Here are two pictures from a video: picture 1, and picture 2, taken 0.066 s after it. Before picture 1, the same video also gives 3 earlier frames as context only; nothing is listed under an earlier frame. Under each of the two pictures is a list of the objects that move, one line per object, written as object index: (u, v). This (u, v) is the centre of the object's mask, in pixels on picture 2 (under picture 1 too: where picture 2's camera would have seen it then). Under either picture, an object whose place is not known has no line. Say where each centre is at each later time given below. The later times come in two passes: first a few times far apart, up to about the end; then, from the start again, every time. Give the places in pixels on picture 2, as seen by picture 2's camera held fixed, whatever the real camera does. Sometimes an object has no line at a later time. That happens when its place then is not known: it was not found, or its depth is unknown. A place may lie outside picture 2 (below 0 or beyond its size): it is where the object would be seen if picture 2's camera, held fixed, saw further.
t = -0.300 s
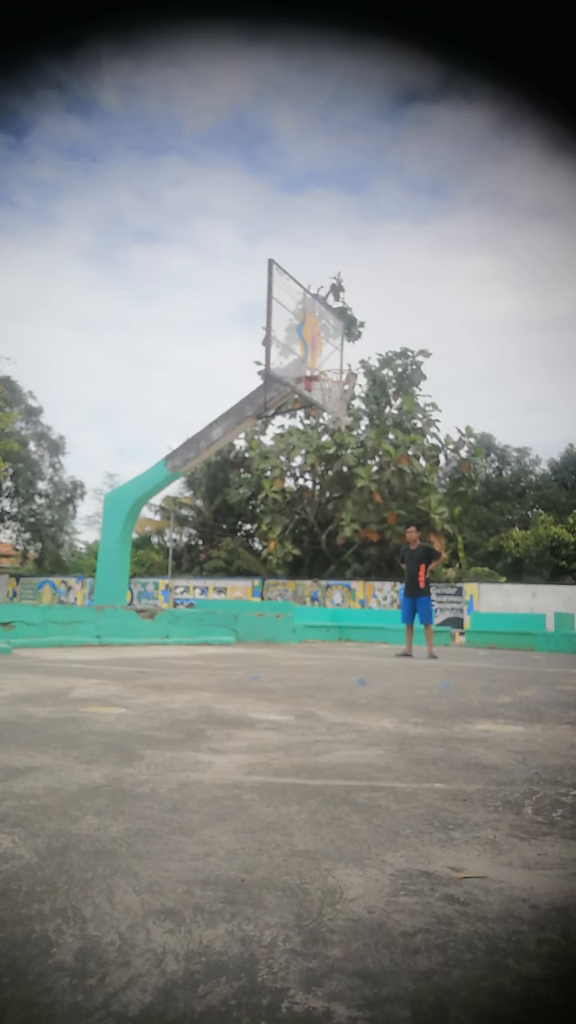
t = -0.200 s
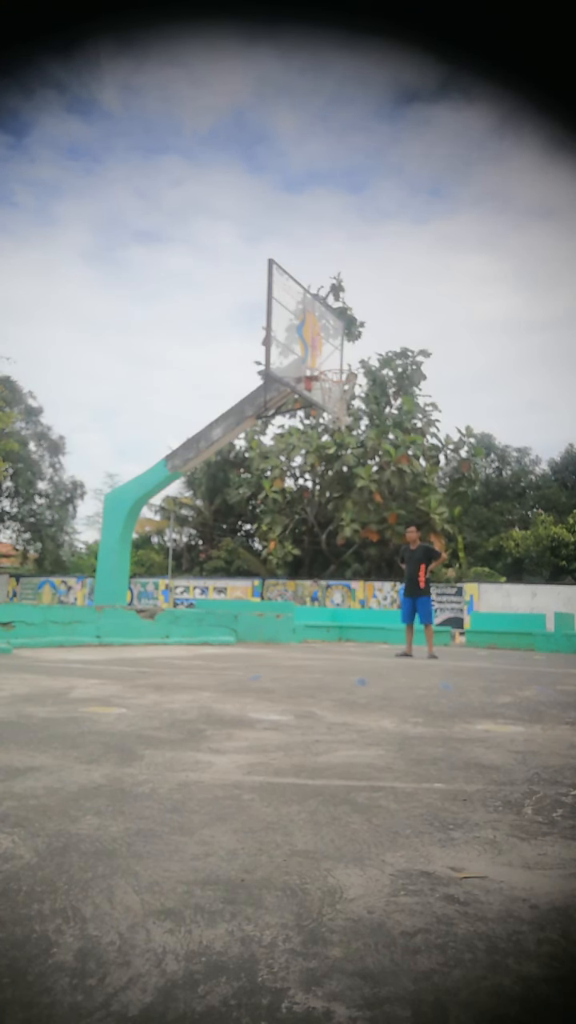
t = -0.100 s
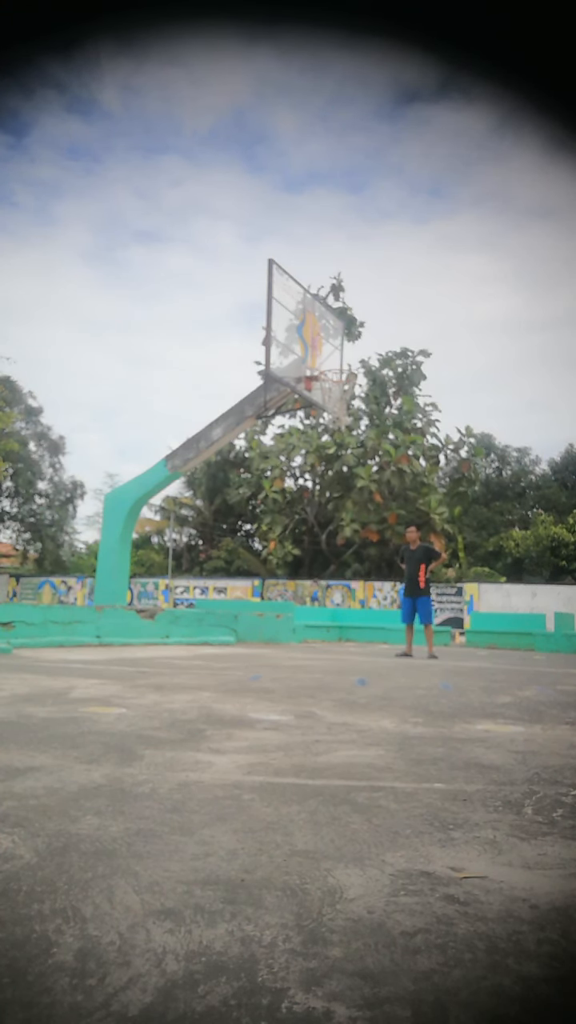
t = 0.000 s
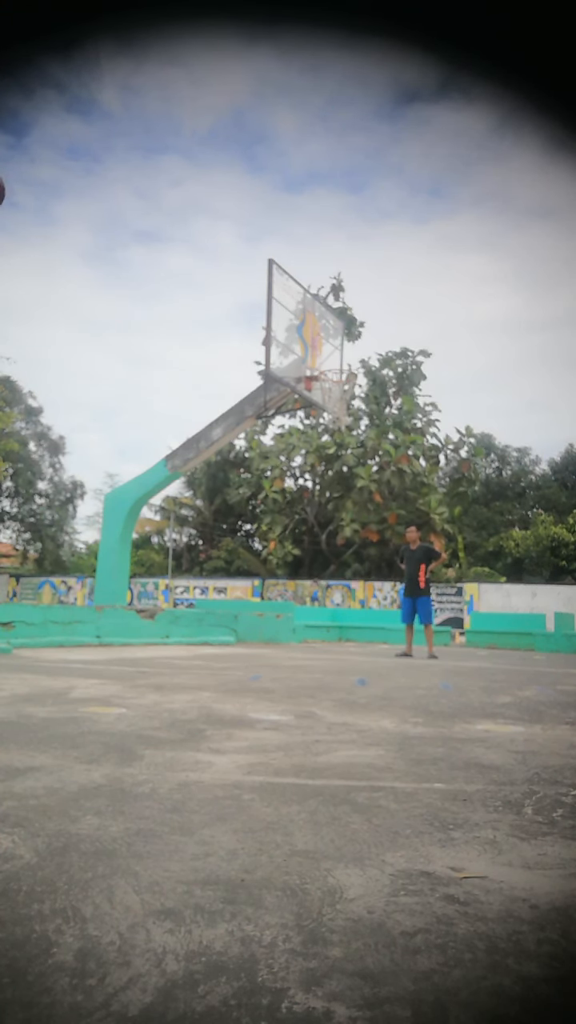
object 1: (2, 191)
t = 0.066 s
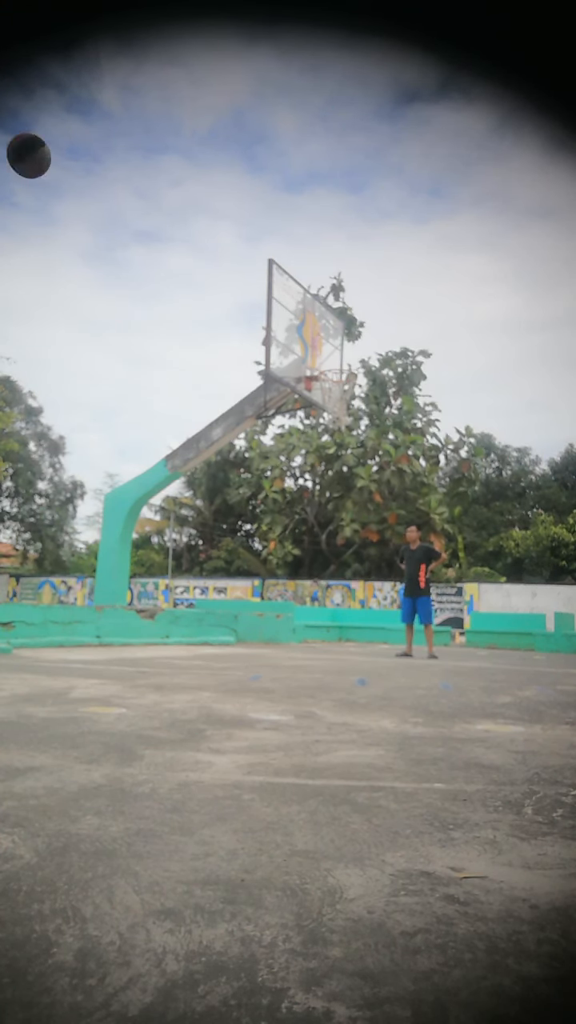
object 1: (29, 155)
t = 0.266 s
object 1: (132, 117)
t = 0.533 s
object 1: (218, 148)
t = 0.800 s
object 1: (275, 234)
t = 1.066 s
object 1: (317, 354)
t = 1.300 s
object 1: (365, 335)
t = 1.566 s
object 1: (420, 344)
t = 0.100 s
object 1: (49, 144)
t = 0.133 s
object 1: (69, 134)
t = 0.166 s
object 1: (86, 127)
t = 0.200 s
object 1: (103, 122)
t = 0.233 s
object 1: (118, 118)
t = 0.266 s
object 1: (132, 117)
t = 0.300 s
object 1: (145, 117)
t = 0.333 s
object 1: (157, 118)
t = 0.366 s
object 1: (169, 121)
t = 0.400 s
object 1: (180, 124)
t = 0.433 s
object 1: (190, 129)
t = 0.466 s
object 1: (200, 135)
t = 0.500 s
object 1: (209, 141)
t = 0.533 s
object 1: (218, 148)
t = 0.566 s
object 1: (226, 157)
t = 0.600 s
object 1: (234, 165)
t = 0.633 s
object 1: (242, 175)
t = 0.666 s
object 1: (249, 186)
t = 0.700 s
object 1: (256, 197)
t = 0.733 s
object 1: (262, 209)
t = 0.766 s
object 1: (269, 221)
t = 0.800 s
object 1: (275, 234)
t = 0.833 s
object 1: (281, 248)
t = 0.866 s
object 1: (286, 262)
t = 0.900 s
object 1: (291, 276)
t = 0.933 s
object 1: (296, 291)
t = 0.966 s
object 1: (301, 306)
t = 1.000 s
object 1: (305, 322)
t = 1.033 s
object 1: (312, 339)
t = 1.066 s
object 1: (317, 354)
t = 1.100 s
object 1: (322, 369)
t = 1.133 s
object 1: (330, 360)
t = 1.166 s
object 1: (338, 353)
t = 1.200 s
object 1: (345, 347)
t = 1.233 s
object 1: (352, 341)
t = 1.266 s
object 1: (358, 337)
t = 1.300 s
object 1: (365, 335)
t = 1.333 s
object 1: (373, 333)
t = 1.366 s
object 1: (380, 332)
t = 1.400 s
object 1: (387, 332)
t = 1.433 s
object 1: (394, 332)
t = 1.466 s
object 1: (400, 334)
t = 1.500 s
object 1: (407, 337)
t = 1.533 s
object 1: (414, 340)
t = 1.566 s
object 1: (420, 344)
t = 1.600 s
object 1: (427, 349)
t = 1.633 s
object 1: (433, 355)
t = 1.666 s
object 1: (440, 362)
